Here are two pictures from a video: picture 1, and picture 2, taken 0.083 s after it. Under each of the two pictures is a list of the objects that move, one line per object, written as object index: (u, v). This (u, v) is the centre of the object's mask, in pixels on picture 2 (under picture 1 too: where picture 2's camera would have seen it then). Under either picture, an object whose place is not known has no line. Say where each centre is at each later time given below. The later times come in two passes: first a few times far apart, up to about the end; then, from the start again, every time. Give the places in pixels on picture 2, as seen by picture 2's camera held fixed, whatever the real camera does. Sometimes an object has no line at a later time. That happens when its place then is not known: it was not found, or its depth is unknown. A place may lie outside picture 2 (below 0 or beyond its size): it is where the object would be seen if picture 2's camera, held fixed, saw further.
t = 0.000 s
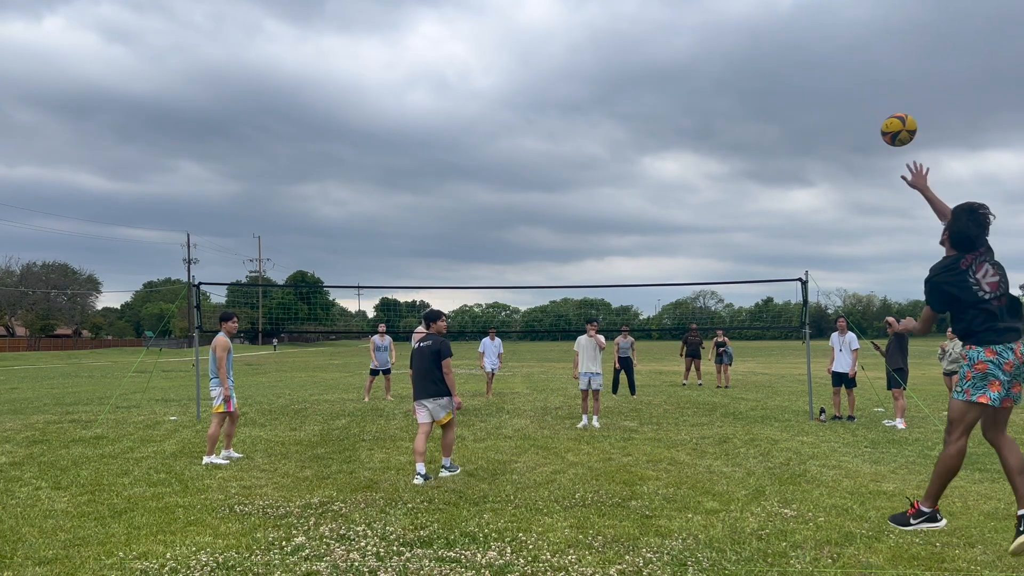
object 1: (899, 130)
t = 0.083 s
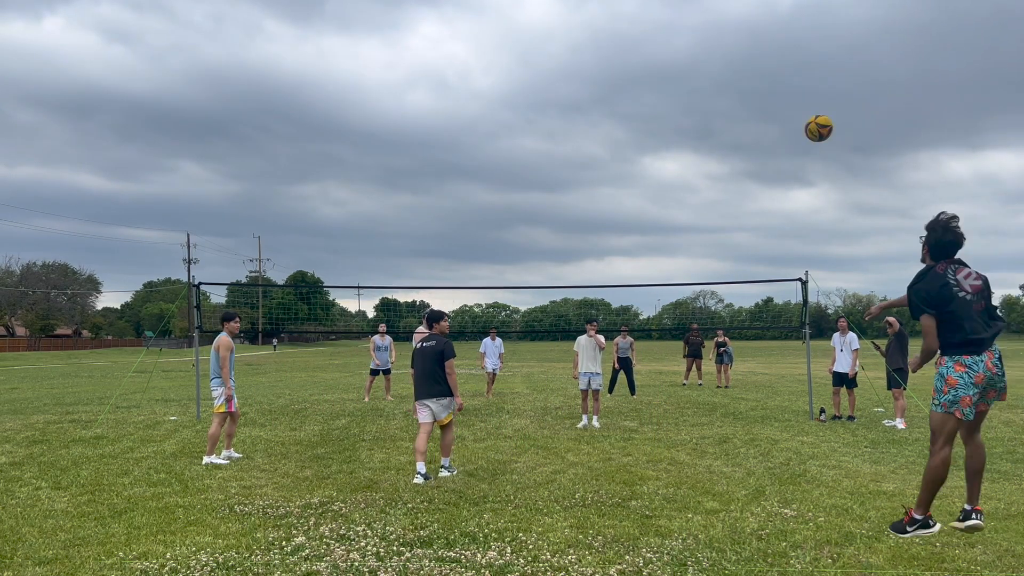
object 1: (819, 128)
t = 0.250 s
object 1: (728, 144)
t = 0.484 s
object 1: (665, 186)
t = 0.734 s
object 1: (634, 241)
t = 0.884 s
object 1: (620, 279)
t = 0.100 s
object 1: (806, 129)
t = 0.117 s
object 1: (795, 130)
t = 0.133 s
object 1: (784, 131)
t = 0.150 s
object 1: (775, 132)
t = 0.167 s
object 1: (766, 134)
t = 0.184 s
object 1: (757, 135)
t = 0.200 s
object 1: (749, 137)
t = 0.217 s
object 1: (741, 139)
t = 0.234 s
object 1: (734, 141)
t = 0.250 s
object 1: (728, 144)
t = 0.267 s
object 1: (721, 146)
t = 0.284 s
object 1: (715, 149)
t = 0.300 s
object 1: (710, 151)
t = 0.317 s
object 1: (704, 154)
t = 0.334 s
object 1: (699, 157)
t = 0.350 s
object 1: (695, 160)
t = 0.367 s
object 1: (690, 163)
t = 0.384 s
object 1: (686, 166)
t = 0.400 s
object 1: (682, 169)
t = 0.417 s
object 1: (678, 172)
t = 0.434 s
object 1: (674, 175)
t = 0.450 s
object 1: (671, 179)
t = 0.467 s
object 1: (668, 182)
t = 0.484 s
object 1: (665, 186)
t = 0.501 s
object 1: (662, 189)
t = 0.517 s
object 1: (659, 193)
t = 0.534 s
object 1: (657, 196)
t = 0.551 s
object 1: (654, 199)
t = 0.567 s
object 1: (652, 203)
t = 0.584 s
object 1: (650, 207)
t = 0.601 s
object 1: (648, 210)
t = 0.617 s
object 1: (646, 214)
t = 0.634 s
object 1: (644, 218)
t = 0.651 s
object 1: (642, 222)
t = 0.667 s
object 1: (640, 226)
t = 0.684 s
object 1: (639, 229)
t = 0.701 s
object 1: (637, 233)
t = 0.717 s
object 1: (636, 238)
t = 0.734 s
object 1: (634, 241)
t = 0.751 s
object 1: (632, 246)
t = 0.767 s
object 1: (630, 250)
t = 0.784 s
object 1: (629, 254)
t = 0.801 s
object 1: (627, 258)
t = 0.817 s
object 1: (626, 262)
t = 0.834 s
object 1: (624, 267)
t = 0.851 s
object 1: (623, 271)
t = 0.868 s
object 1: (621, 275)
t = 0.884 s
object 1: (620, 279)
